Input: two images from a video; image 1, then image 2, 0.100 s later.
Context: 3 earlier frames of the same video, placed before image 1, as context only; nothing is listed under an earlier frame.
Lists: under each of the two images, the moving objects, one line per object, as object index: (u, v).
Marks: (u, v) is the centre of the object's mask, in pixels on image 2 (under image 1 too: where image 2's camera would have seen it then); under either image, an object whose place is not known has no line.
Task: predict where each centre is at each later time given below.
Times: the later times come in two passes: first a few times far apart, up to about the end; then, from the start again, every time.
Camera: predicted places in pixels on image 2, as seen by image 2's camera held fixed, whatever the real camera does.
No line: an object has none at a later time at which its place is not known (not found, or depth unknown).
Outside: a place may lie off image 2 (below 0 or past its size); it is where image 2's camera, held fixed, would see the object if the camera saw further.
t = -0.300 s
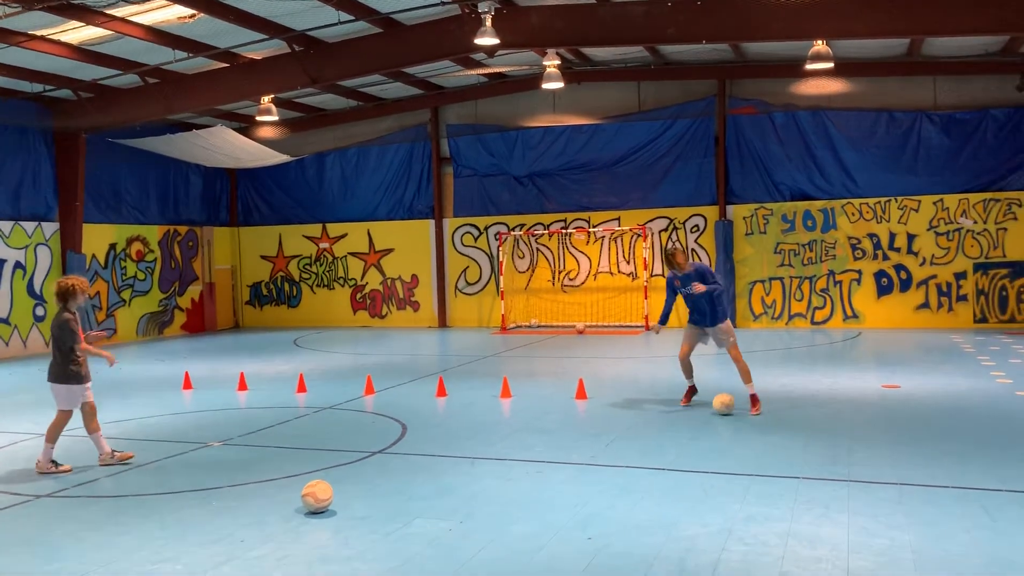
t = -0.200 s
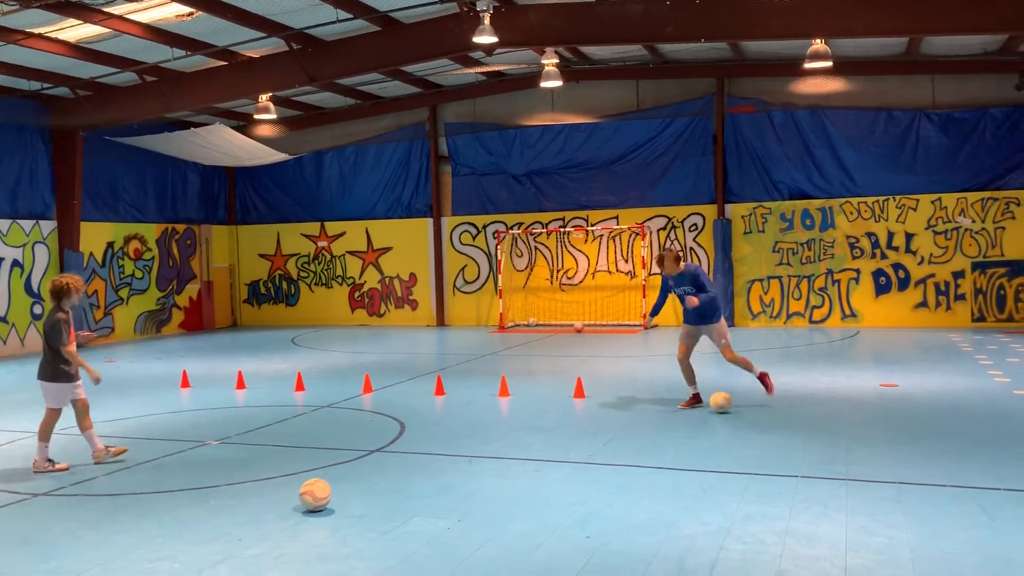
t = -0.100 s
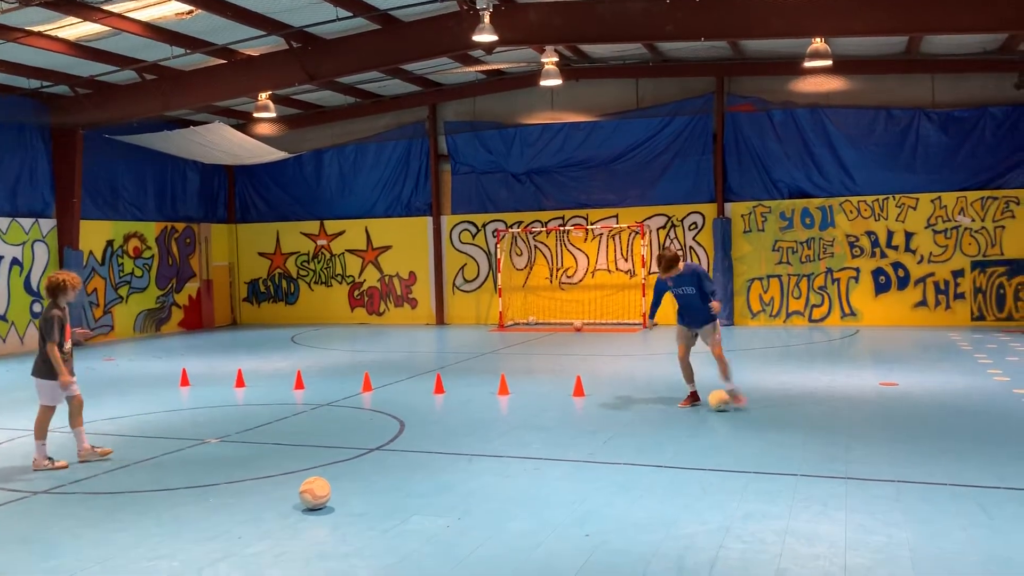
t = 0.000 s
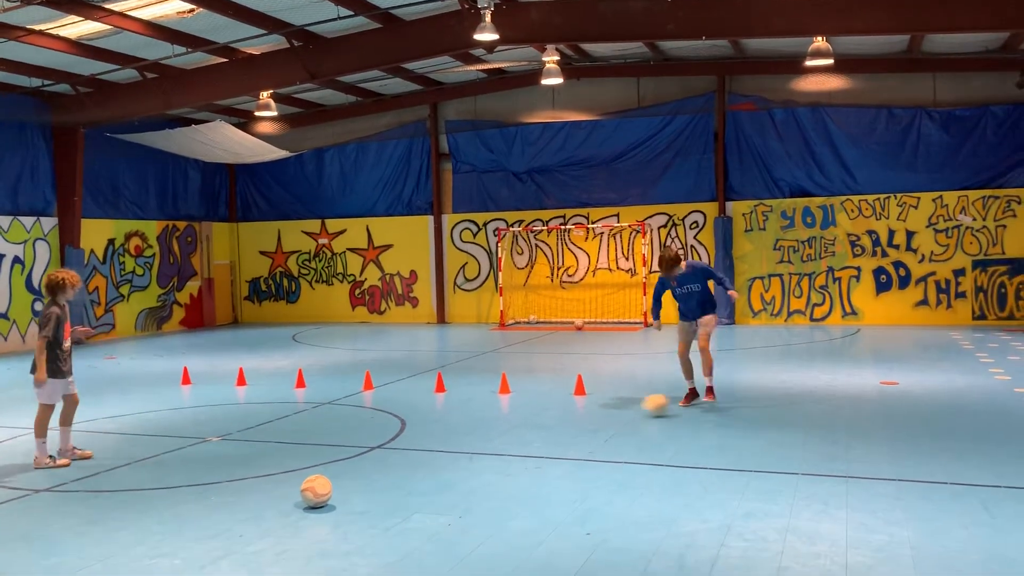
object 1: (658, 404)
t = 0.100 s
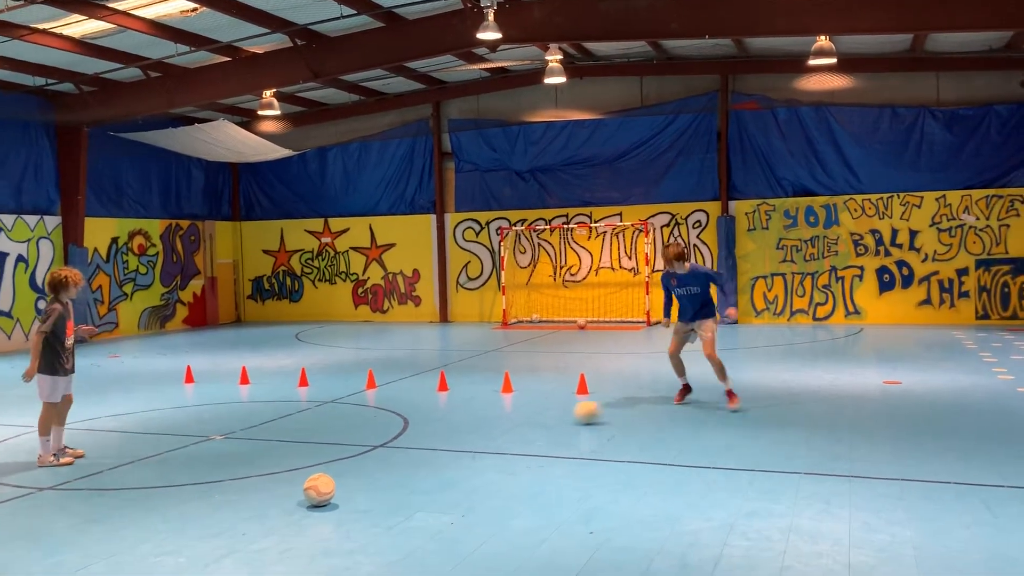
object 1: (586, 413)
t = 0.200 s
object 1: (515, 421)
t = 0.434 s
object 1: (351, 440)
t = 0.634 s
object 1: (215, 454)
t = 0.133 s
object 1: (563, 415)
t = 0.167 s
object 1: (539, 418)
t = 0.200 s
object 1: (515, 421)
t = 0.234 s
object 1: (491, 424)
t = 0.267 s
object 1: (468, 427)
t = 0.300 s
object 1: (444, 429)
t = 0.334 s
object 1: (421, 432)
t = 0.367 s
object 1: (398, 434)
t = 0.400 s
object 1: (374, 437)
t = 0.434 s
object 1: (351, 440)
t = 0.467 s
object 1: (327, 443)
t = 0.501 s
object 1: (305, 445)
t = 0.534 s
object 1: (282, 447)
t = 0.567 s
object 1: (260, 450)
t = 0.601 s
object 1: (237, 453)
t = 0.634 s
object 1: (215, 454)
